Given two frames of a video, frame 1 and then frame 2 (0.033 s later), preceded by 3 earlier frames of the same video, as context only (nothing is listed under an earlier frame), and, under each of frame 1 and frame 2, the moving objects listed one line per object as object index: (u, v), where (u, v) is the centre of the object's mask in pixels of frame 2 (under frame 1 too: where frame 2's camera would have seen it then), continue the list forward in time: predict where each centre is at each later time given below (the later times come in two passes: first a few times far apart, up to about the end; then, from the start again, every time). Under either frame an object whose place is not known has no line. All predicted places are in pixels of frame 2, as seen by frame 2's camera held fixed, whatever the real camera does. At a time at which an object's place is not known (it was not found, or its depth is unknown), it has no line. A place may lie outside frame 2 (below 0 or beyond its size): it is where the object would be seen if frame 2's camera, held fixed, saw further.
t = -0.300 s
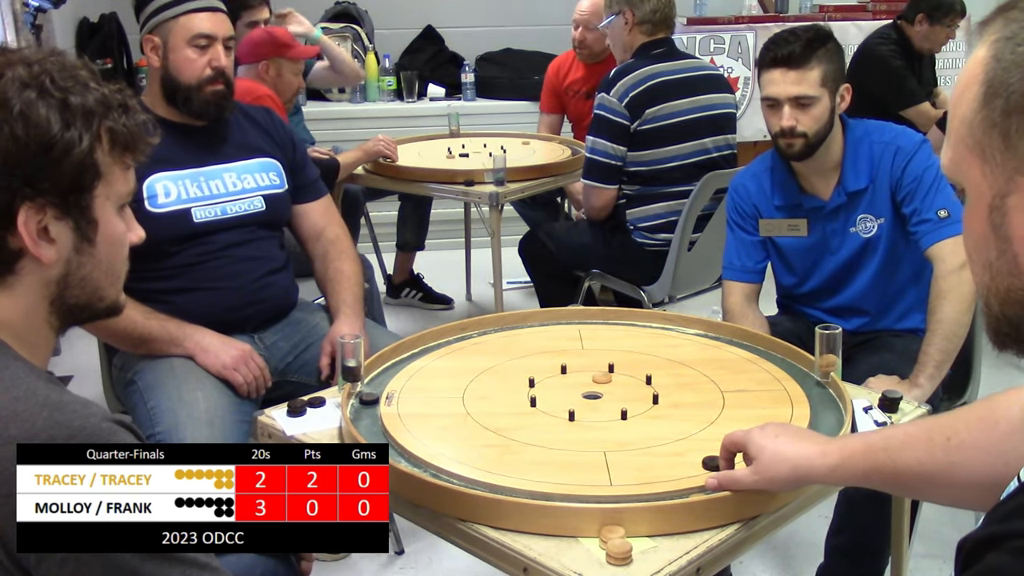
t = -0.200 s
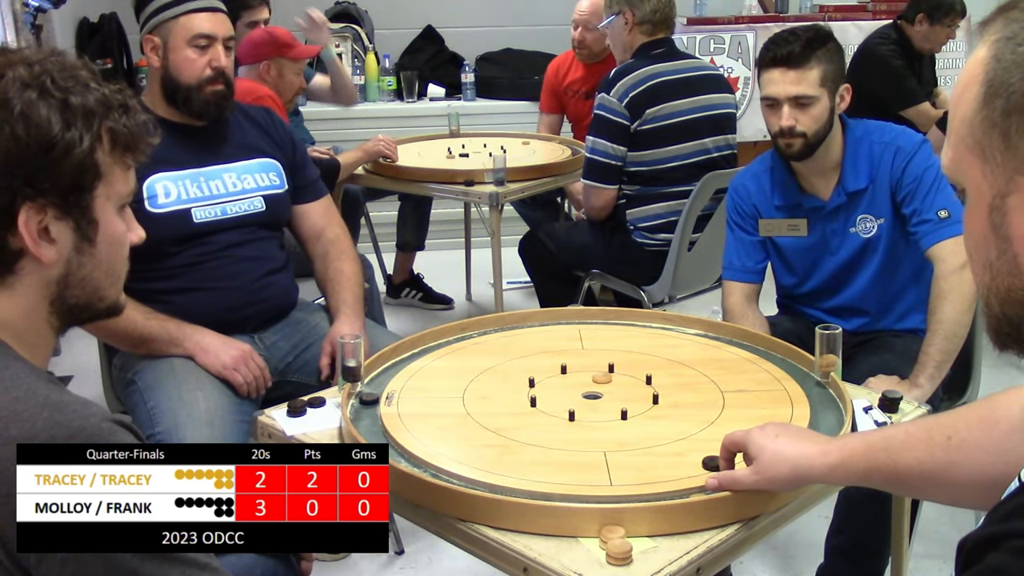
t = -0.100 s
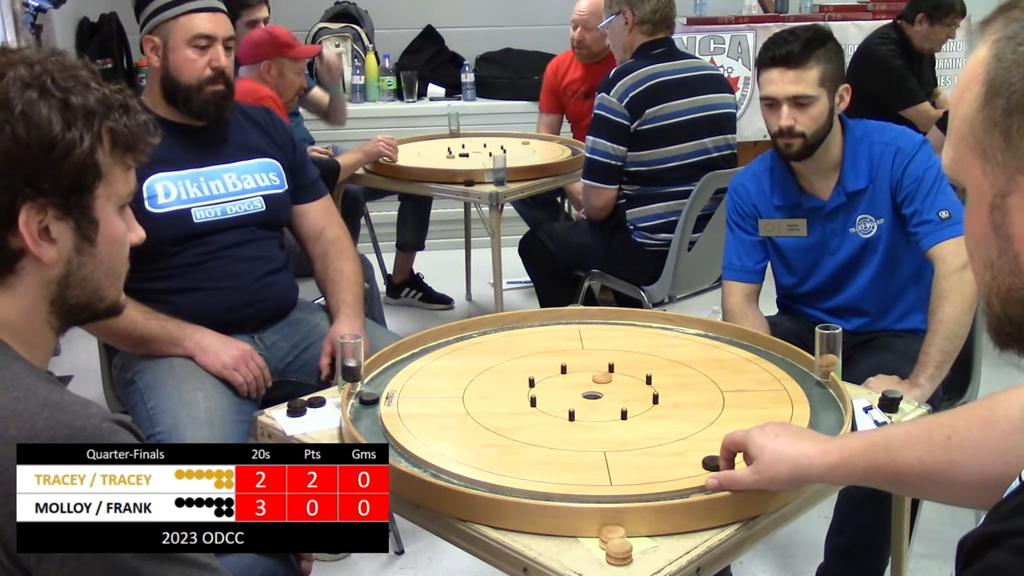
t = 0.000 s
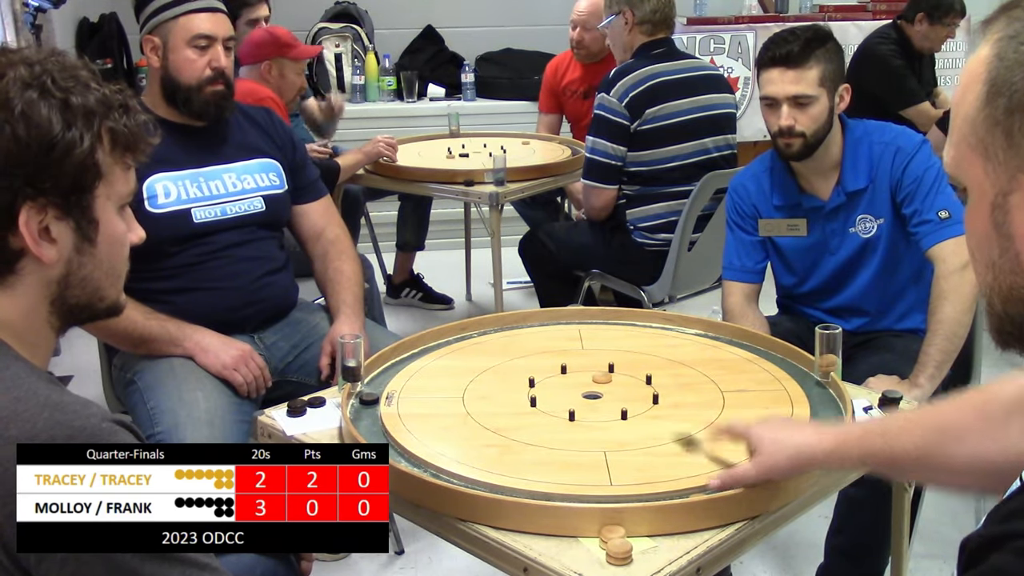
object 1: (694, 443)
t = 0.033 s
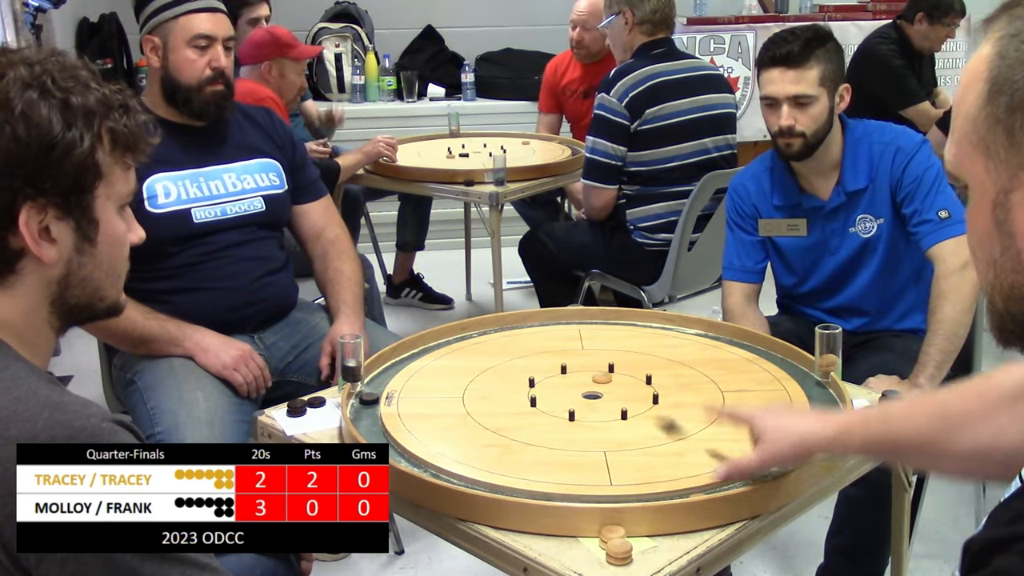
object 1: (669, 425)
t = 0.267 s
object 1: (625, 370)
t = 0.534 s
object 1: (634, 359)
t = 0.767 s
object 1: (635, 358)
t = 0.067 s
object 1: (652, 412)
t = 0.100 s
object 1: (636, 399)
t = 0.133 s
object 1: (622, 387)
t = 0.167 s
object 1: (618, 380)
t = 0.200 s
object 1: (620, 377)
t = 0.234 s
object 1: (623, 373)
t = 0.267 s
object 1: (625, 370)
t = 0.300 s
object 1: (627, 368)
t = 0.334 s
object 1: (628, 366)
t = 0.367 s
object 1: (630, 364)
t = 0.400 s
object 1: (631, 362)
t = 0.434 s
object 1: (632, 361)
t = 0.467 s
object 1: (633, 360)
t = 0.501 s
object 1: (634, 359)
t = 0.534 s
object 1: (634, 359)
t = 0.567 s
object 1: (635, 358)
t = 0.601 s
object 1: (635, 358)
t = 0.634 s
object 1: (635, 358)
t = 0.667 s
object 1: (635, 358)
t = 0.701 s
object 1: (635, 358)
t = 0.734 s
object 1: (635, 358)
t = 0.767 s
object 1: (635, 358)
